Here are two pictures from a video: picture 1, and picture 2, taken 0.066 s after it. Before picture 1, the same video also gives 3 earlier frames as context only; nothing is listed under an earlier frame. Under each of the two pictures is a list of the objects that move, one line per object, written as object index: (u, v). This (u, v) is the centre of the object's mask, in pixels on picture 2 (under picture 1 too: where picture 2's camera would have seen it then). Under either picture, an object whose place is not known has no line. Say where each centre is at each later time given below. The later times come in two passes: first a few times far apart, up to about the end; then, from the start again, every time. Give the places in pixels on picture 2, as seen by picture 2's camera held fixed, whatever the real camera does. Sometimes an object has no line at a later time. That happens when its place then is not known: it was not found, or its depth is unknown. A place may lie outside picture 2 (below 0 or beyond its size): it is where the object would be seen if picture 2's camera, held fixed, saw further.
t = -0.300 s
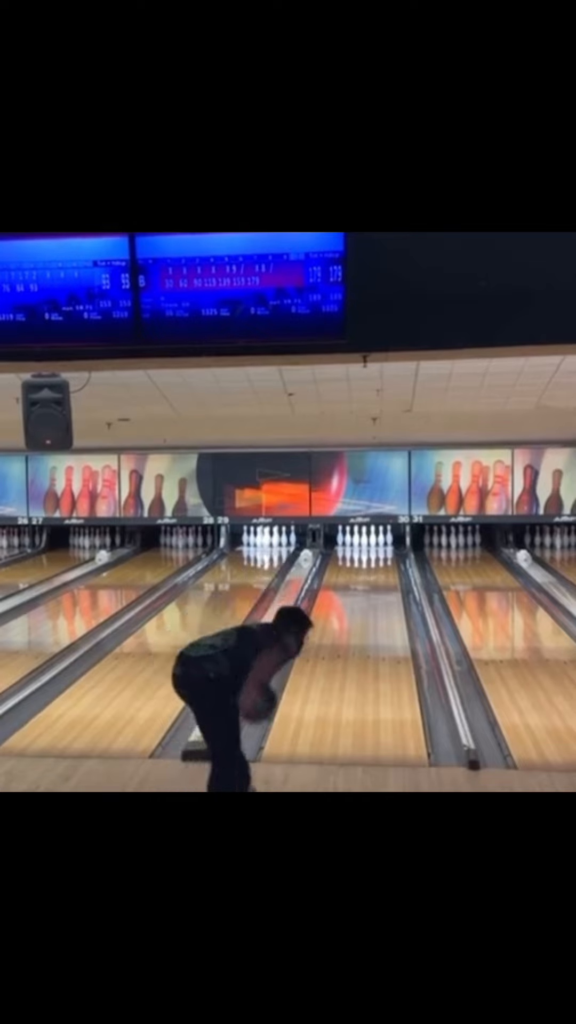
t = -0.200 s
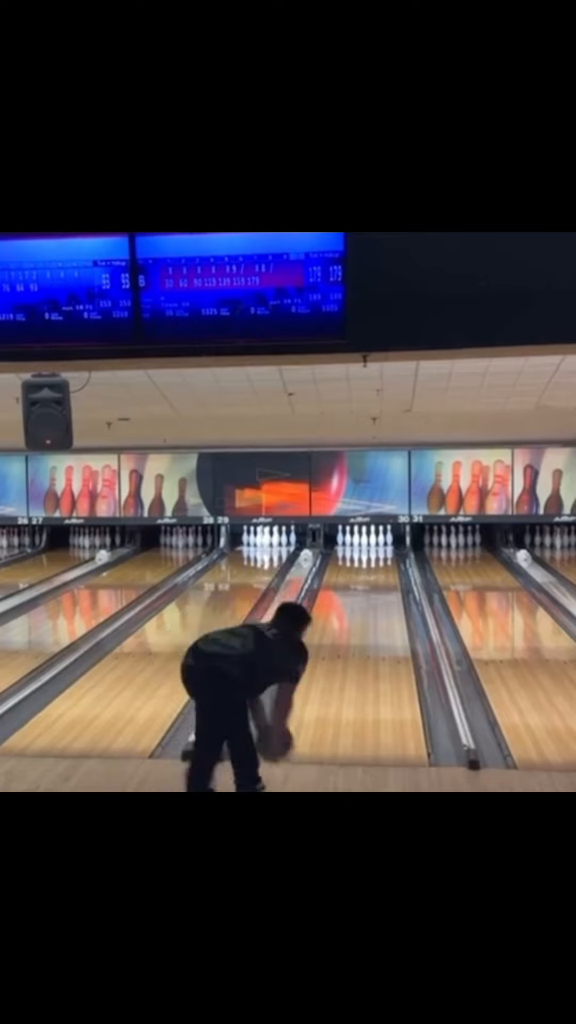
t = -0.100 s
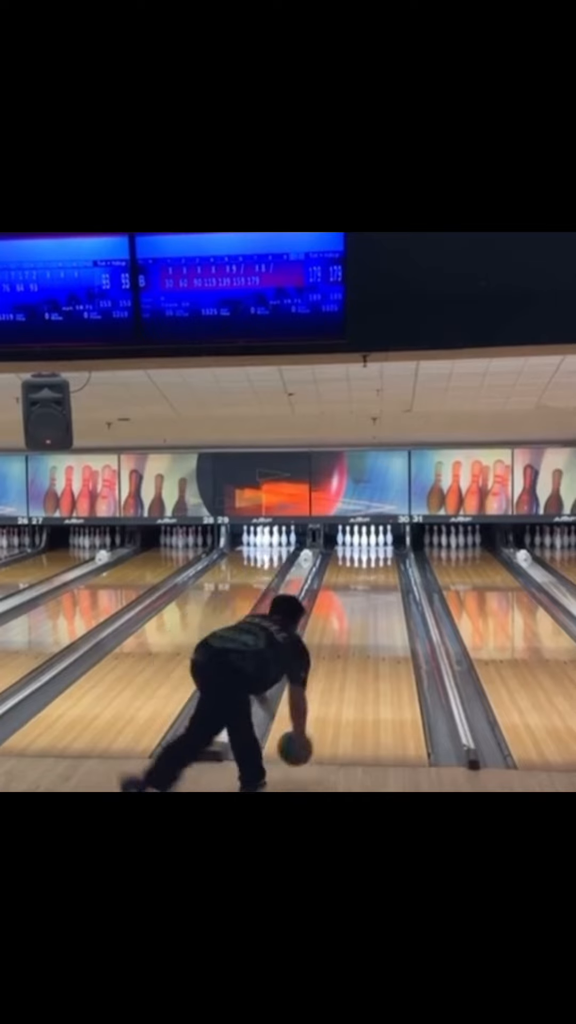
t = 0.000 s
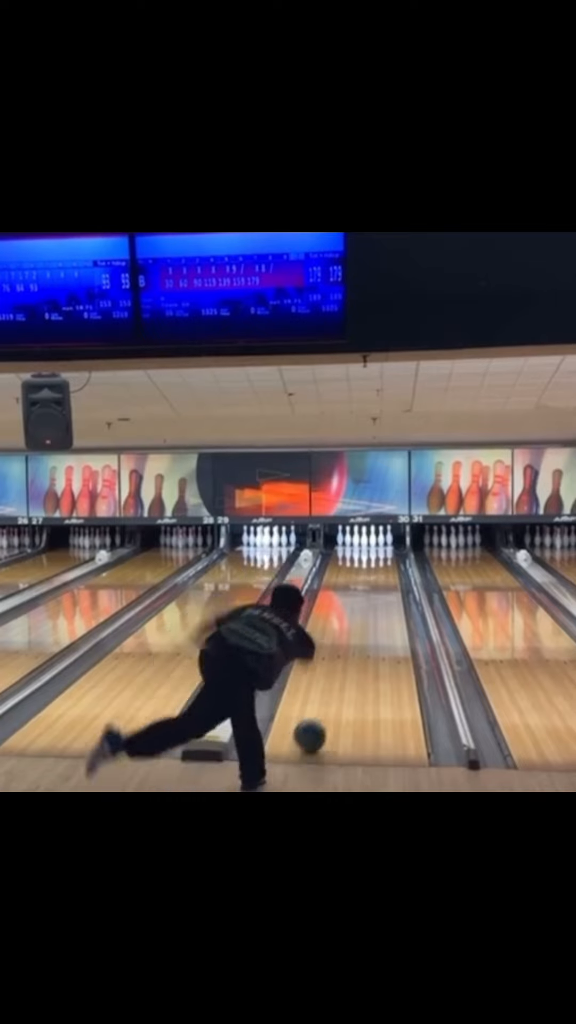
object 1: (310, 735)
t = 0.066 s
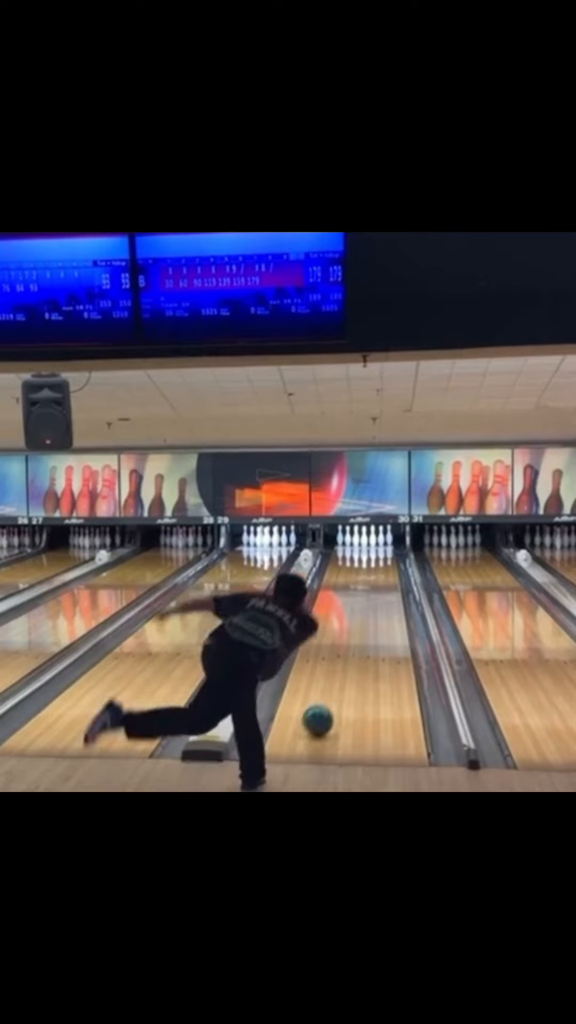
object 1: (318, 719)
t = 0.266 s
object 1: (338, 681)
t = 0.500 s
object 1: (354, 648)
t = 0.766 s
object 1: (368, 621)
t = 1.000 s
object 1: (377, 602)
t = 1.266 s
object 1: (385, 584)
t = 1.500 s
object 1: (389, 572)
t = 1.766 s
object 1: (388, 561)
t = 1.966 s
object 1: (383, 553)
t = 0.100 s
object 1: (322, 712)
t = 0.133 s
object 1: (325, 706)
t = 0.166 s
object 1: (328, 699)
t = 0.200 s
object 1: (332, 693)
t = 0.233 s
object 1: (335, 687)
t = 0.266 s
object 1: (338, 681)
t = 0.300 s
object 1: (340, 676)
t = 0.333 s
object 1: (343, 671)
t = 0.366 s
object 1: (345, 666)
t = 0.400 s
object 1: (348, 661)
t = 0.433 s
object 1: (350, 657)
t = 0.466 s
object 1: (352, 652)
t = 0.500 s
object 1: (354, 648)
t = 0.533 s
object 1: (356, 644)
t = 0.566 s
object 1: (358, 641)
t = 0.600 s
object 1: (360, 637)
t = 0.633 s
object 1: (361, 634)
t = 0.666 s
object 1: (364, 630)
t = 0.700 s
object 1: (365, 626)
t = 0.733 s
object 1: (367, 624)
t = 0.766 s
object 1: (368, 621)
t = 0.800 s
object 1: (369, 618)
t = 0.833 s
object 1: (371, 615)
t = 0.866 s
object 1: (372, 612)
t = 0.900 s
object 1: (373, 609)
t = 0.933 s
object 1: (375, 606)
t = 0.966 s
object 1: (376, 605)
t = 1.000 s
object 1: (377, 602)
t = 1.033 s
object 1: (378, 599)
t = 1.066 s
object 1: (380, 597)
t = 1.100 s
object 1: (381, 594)
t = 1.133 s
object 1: (381, 592)
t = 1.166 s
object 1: (383, 590)
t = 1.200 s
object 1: (383, 588)
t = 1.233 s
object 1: (384, 586)
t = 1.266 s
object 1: (385, 584)
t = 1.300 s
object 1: (386, 582)
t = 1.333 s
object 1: (386, 580)
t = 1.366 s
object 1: (387, 579)
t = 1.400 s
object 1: (388, 577)
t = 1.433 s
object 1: (388, 576)
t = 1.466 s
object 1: (388, 574)
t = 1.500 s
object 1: (389, 572)
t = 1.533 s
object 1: (389, 570)
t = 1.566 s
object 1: (389, 568)
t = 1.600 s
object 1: (389, 567)
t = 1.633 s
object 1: (389, 566)
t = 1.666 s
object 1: (389, 565)
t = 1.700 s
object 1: (388, 563)
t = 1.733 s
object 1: (389, 561)
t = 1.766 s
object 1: (388, 561)
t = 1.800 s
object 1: (388, 560)
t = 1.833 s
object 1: (388, 558)
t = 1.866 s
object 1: (388, 557)
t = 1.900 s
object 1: (386, 555)
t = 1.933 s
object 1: (384, 553)
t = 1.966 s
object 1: (383, 553)
